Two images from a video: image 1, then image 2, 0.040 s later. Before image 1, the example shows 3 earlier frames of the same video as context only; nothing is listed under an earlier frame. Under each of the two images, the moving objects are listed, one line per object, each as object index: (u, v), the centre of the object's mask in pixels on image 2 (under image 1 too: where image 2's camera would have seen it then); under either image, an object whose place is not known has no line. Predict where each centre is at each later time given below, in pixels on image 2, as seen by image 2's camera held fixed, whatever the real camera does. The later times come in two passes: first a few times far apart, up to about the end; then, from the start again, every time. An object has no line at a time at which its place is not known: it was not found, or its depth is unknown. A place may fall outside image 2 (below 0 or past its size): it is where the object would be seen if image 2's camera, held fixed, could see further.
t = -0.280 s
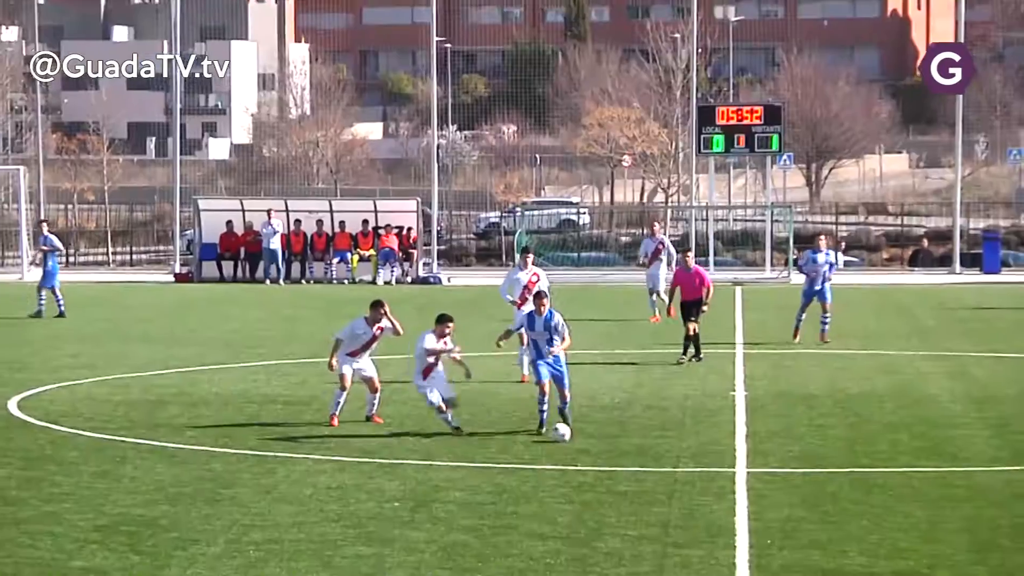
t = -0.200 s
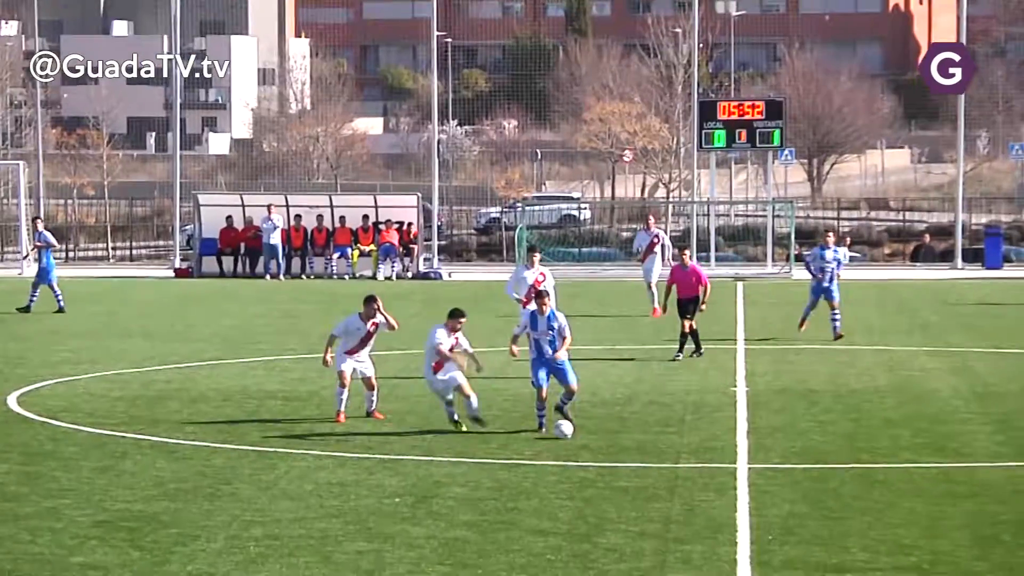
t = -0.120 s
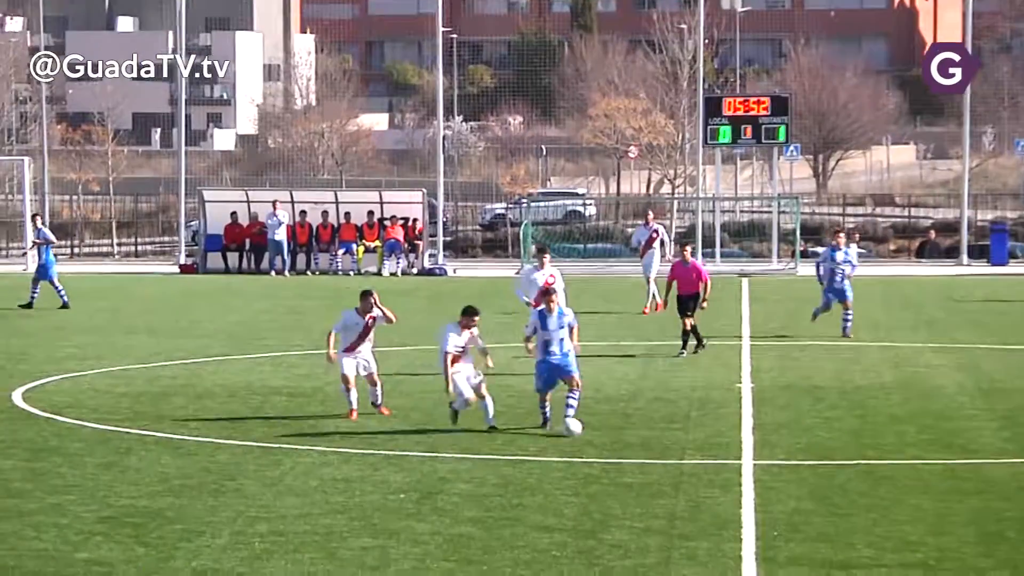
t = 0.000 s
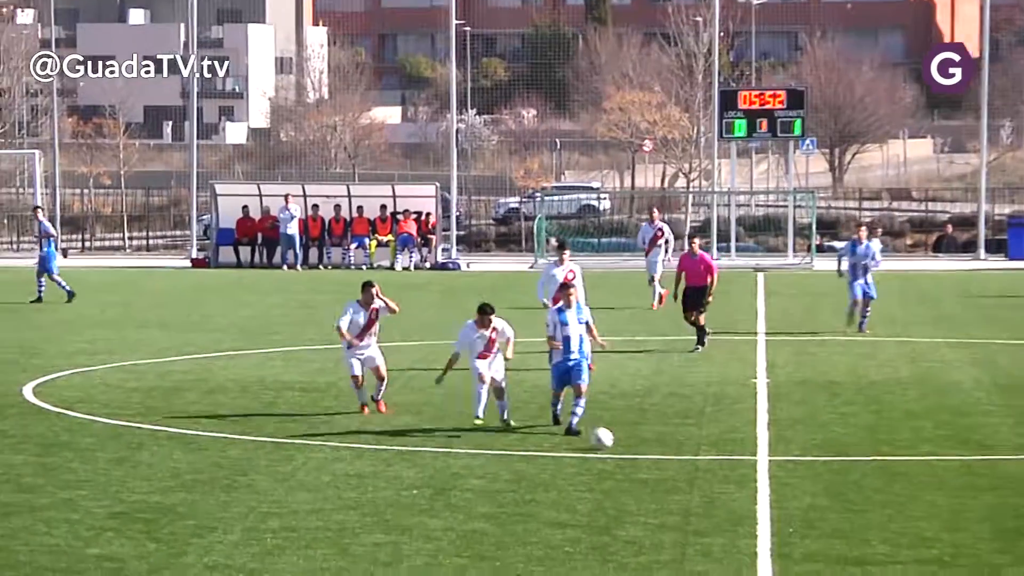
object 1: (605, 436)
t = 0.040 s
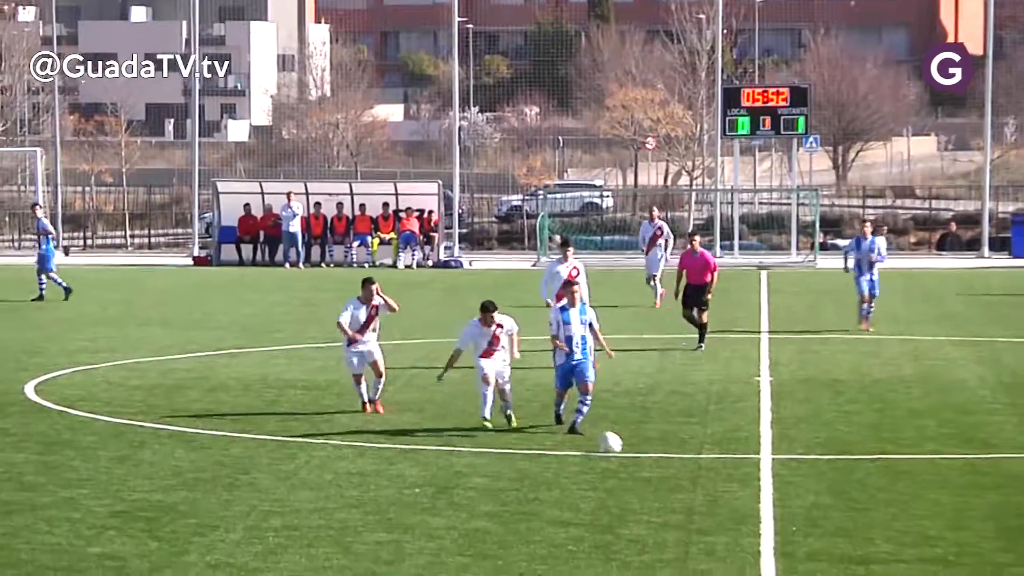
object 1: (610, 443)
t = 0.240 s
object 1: (641, 470)
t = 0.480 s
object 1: (678, 502)
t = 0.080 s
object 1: (616, 449)
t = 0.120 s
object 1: (623, 454)
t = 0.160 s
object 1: (628, 460)
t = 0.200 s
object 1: (634, 466)
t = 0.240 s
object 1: (641, 470)
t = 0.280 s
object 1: (647, 474)
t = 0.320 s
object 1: (653, 479)
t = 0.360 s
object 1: (658, 486)
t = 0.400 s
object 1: (665, 493)
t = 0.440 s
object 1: (671, 497)
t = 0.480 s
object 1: (678, 502)
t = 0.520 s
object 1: (685, 508)
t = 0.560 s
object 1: (692, 517)
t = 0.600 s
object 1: (698, 524)
